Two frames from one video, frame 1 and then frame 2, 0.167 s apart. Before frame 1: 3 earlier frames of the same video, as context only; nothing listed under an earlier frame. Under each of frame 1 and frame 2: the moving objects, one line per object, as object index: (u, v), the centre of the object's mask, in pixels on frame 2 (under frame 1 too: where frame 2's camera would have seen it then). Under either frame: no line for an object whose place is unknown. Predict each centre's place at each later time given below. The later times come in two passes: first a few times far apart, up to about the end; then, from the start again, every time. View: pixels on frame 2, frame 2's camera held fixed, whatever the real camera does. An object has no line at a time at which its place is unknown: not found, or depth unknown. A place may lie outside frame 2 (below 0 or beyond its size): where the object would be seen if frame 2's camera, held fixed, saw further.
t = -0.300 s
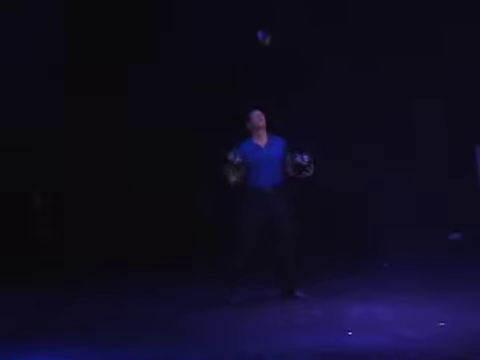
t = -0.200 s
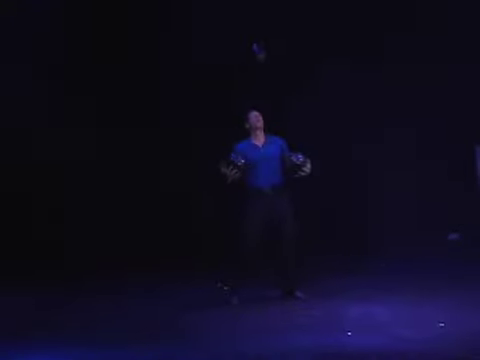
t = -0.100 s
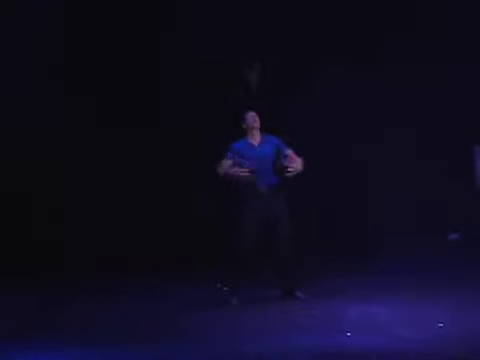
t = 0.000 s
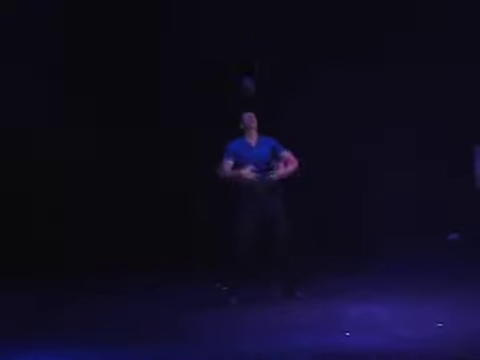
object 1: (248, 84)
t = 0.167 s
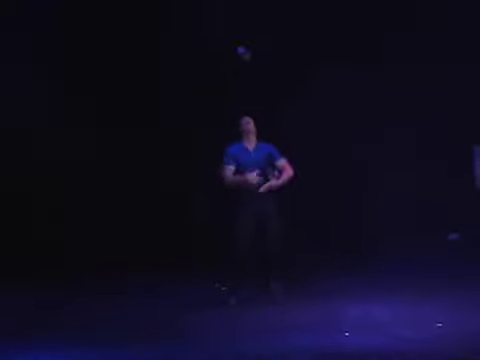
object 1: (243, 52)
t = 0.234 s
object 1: (243, 48)
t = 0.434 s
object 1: (238, 62)
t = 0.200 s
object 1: (243, 50)
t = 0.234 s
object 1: (243, 48)
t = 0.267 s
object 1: (242, 48)
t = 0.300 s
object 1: (241, 50)
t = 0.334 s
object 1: (241, 52)
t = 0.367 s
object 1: (241, 55)
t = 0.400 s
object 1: (238, 58)
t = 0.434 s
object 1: (238, 62)
